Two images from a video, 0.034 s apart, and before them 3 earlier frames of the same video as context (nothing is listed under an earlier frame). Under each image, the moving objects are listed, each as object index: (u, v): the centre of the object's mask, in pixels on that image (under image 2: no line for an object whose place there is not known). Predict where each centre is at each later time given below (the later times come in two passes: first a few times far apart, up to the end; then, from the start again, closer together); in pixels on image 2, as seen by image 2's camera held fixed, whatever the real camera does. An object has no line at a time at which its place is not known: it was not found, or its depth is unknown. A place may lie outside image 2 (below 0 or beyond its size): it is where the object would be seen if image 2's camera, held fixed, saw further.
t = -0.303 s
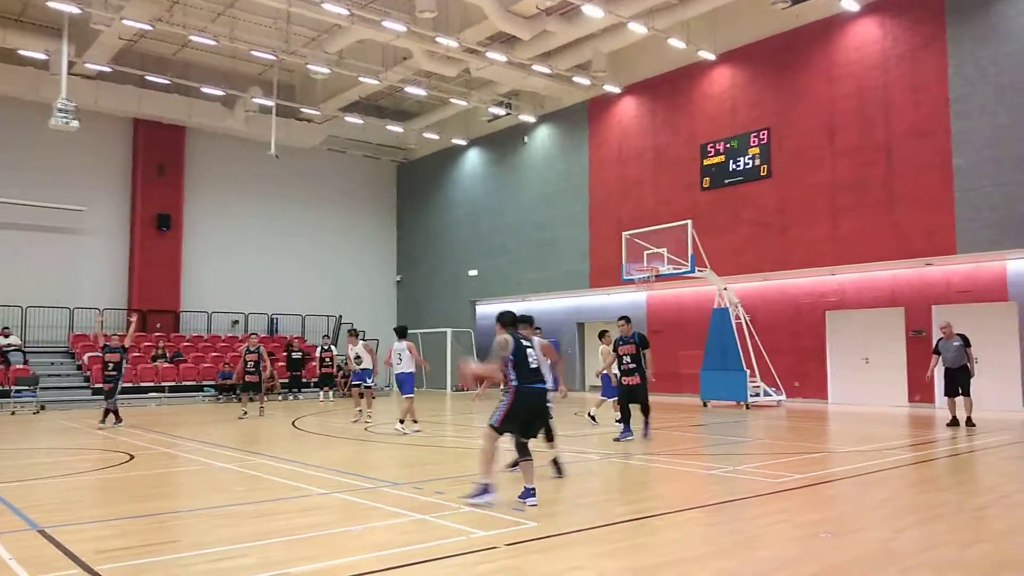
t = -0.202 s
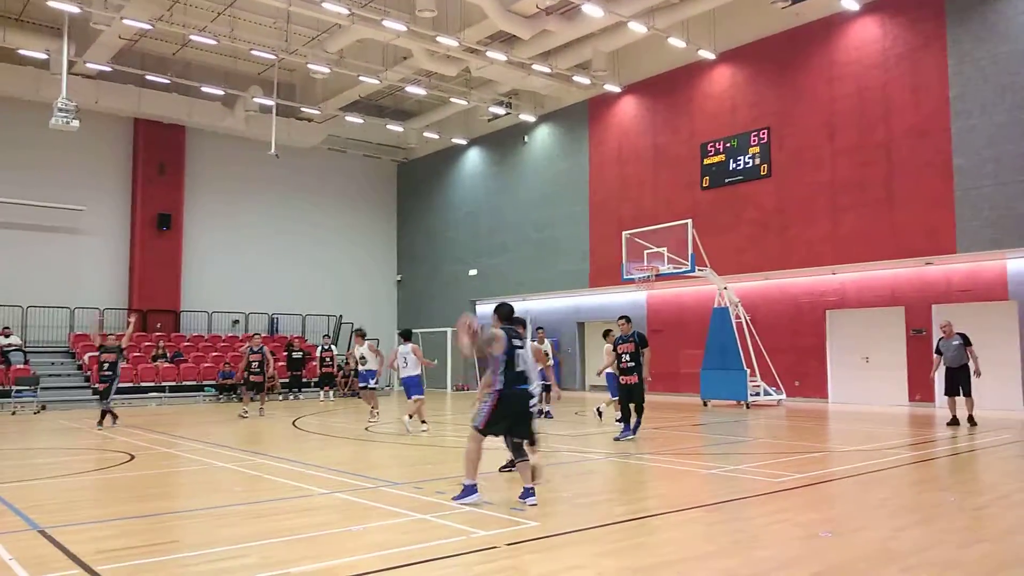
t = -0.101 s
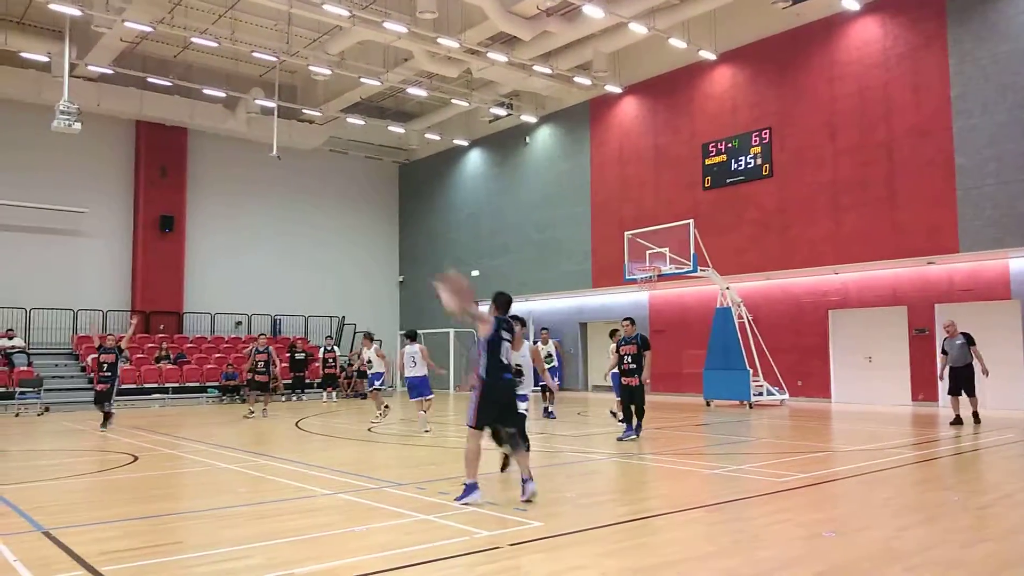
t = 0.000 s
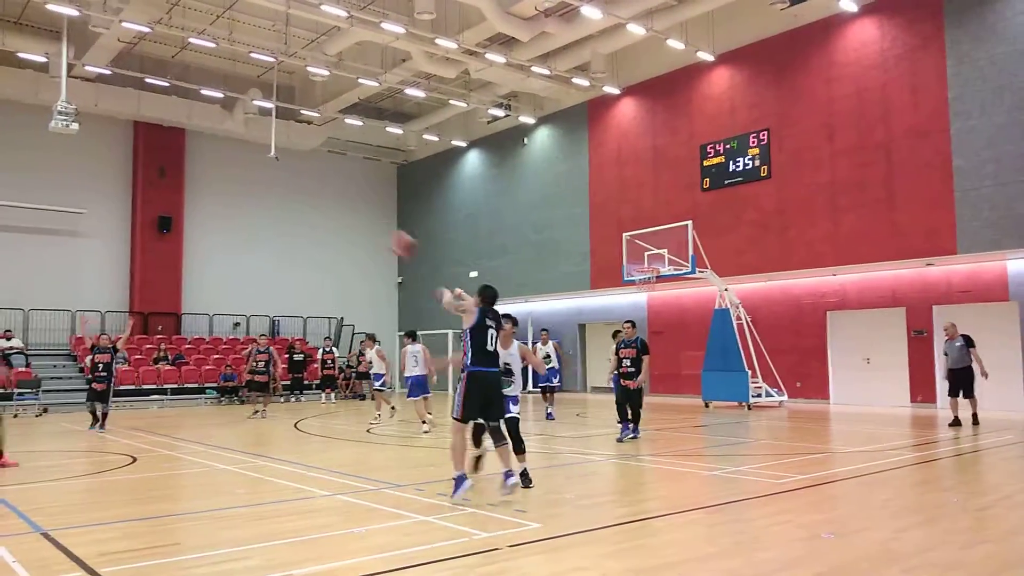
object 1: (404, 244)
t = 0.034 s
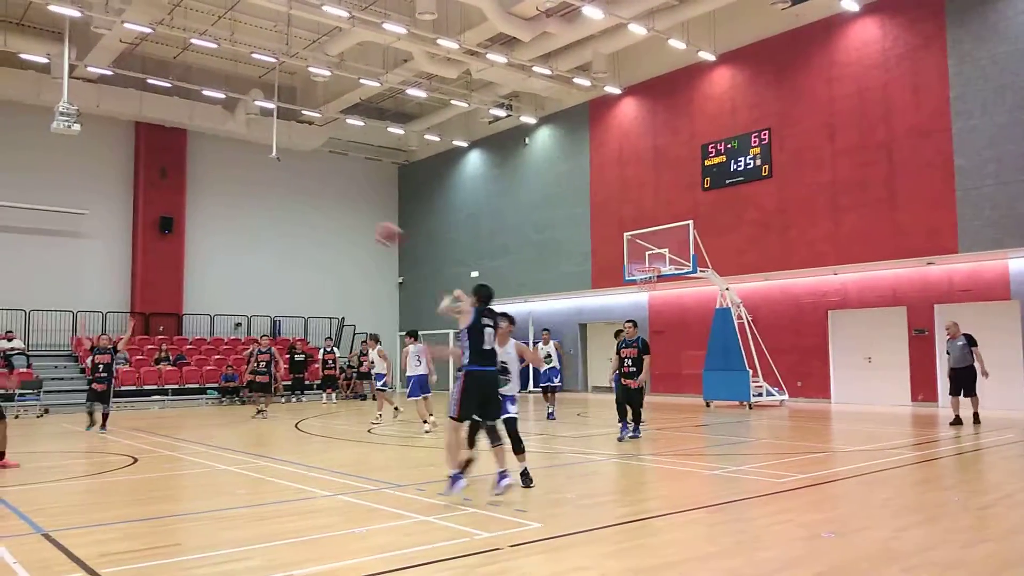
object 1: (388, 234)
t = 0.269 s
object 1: (297, 195)
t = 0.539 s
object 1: (221, 212)
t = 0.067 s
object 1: (373, 225)
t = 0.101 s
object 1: (357, 216)
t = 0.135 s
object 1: (343, 210)
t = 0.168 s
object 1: (330, 204)
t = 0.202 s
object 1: (318, 199)
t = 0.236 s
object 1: (308, 197)
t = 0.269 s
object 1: (297, 195)
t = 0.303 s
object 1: (287, 193)
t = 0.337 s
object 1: (277, 193)
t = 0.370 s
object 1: (267, 195)
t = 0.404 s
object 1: (257, 197)
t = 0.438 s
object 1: (249, 200)
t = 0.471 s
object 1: (239, 202)
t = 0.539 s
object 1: (221, 212)
